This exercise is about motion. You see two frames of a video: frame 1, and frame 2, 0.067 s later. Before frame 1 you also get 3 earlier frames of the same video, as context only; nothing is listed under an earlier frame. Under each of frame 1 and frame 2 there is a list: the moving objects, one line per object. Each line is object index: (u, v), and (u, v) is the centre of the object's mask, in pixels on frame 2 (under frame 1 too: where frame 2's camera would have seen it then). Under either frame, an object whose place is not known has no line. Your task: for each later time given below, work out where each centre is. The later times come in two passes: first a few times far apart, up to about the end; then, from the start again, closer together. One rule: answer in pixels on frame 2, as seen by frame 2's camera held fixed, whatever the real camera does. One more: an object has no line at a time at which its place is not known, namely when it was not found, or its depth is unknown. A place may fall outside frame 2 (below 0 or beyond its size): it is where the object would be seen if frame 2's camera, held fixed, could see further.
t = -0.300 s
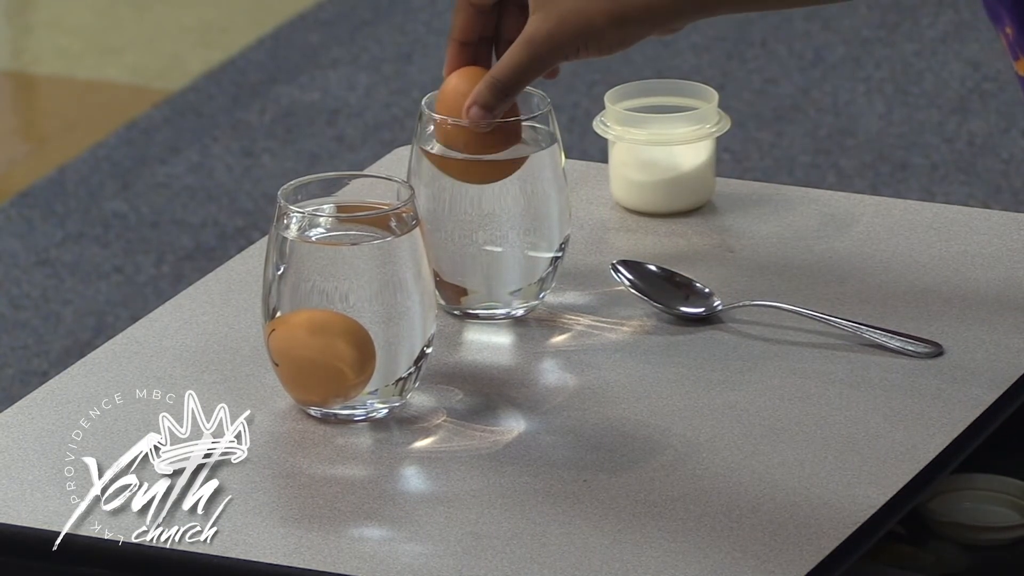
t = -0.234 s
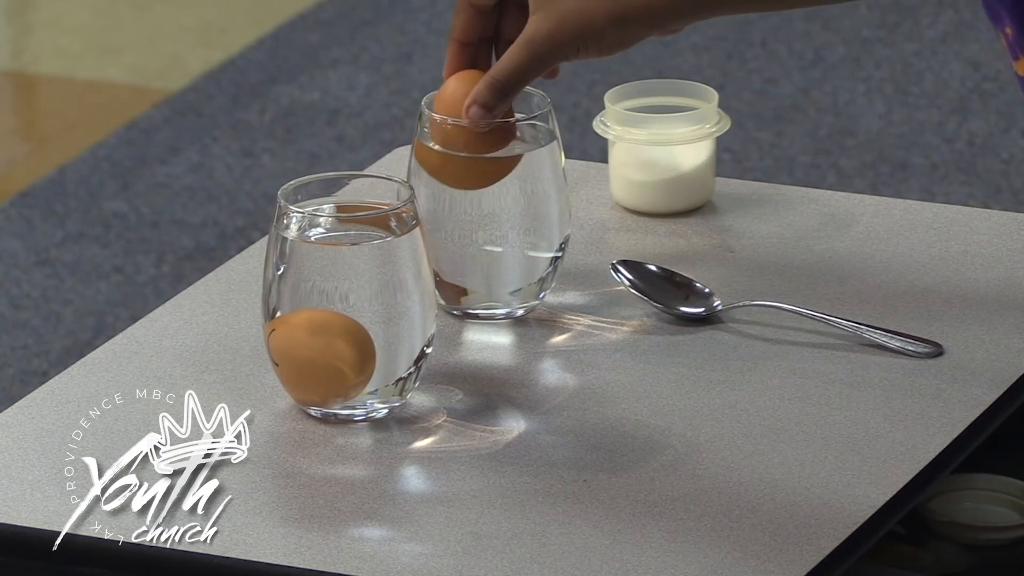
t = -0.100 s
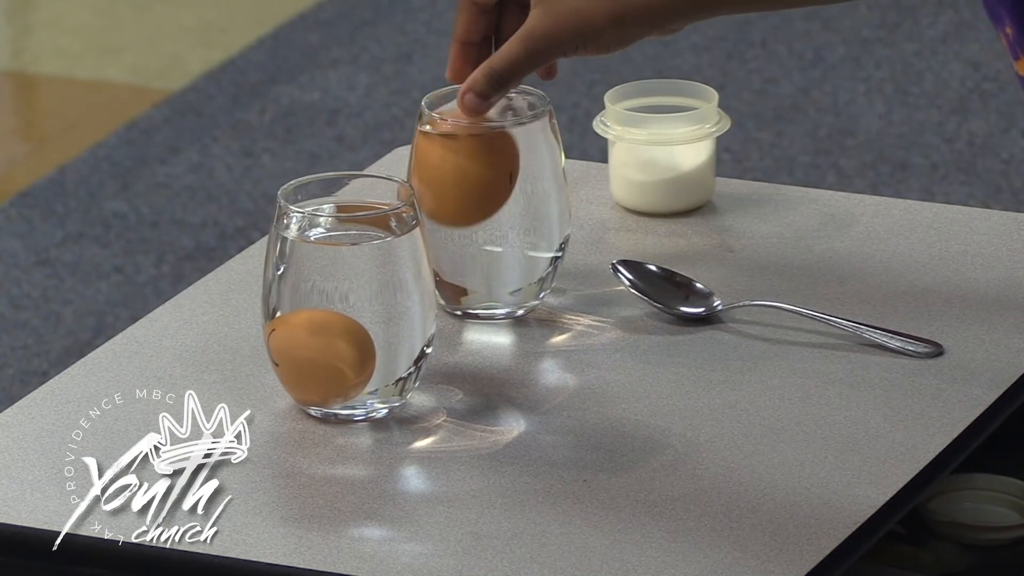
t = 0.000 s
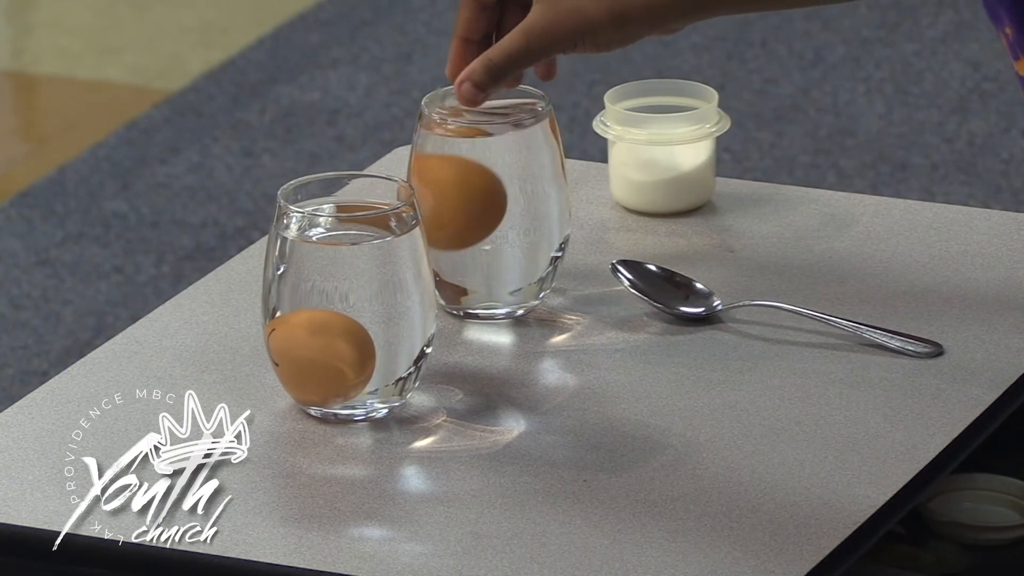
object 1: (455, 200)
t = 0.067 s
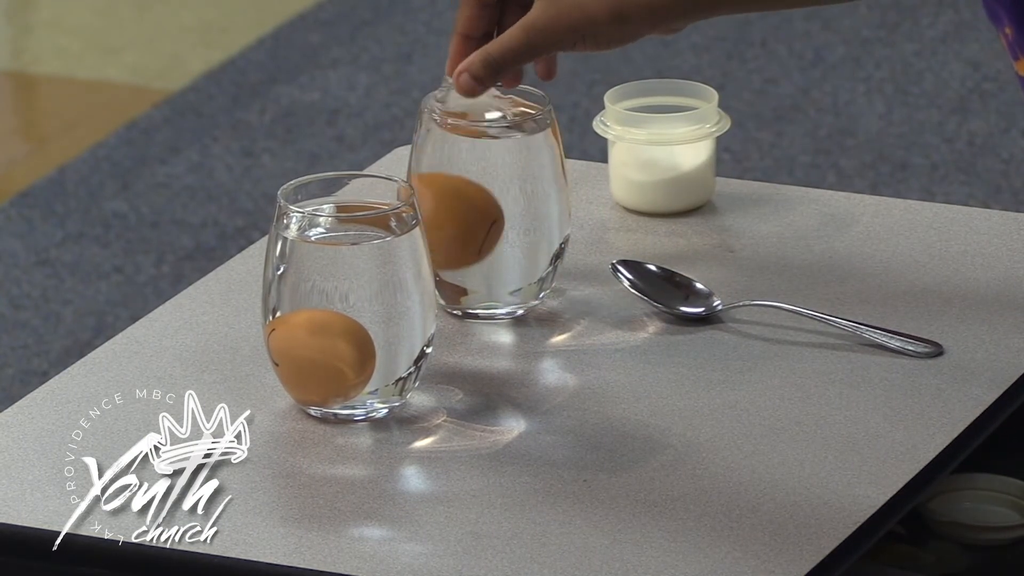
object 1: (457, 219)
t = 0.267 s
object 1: (473, 256)
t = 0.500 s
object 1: (487, 256)
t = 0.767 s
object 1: (507, 253)
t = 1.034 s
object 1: (517, 252)
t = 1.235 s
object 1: (513, 252)
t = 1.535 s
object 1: (512, 254)
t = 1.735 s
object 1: (512, 255)
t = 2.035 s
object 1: (509, 257)
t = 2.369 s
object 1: (504, 258)
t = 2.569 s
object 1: (501, 258)
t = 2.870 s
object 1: (497, 259)
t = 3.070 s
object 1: (494, 259)
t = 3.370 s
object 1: (491, 259)
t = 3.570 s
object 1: (489, 258)
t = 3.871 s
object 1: (487, 259)
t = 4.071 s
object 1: (486, 259)
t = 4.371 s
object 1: (486, 259)
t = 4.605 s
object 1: (486, 259)
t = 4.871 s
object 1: (487, 259)
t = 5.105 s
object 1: (487, 259)
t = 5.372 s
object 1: (489, 259)
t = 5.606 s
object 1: (490, 259)
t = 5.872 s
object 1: (492, 259)
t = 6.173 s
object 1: (493, 259)
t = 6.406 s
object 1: (494, 259)
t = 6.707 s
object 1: (494, 259)
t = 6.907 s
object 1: (495, 259)
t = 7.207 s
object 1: (495, 259)
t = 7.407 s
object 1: (495, 259)
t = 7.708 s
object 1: (495, 259)
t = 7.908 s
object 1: (495, 259)
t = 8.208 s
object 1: (495, 259)
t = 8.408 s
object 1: (495, 259)
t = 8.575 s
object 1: (495, 259)
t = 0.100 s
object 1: (460, 230)
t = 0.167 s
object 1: (466, 251)
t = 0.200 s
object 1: (469, 255)
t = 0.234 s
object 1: (471, 255)
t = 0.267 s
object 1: (473, 256)
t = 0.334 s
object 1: (477, 256)
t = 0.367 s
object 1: (479, 256)
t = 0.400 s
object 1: (480, 256)
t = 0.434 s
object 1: (483, 256)
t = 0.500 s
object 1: (487, 256)
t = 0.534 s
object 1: (489, 255)
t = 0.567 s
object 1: (493, 255)
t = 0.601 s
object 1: (497, 255)
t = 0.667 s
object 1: (502, 254)
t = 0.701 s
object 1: (504, 254)
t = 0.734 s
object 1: (506, 253)
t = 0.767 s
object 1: (507, 253)
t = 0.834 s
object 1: (511, 253)
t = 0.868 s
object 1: (513, 253)
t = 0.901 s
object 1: (514, 253)
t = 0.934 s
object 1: (516, 253)
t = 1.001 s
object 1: (517, 252)
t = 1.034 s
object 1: (517, 252)
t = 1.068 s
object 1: (515, 252)
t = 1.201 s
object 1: (514, 252)
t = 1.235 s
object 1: (513, 252)
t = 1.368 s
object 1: (512, 253)
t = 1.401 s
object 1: (512, 253)
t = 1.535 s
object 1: (512, 254)
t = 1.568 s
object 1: (512, 254)
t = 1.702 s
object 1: (512, 255)
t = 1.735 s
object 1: (512, 255)
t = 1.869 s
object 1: (510, 256)
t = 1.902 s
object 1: (510, 256)
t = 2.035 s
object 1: (509, 257)
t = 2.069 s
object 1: (509, 257)
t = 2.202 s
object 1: (507, 257)
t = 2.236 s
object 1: (506, 257)
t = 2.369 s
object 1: (504, 258)
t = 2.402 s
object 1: (503, 258)
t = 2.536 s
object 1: (502, 258)
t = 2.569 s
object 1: (501, 258)
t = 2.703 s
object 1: (500, 259)
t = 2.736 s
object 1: (500, 259)
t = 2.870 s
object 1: (497, 259)
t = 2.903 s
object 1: (497, 259)
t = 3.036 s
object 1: (494, 259)
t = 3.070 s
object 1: (494, 259)
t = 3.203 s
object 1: (492, 258)
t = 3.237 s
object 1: (492, 258)
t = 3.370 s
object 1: (491, 259)
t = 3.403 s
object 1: (490, 259)
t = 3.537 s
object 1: (489, 259)
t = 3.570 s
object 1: (489, 258)
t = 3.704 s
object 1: (488, 259)
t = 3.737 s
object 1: (488, 259)
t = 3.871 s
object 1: (487, 259)
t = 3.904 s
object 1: (487, 259)
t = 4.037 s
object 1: (486, 259)
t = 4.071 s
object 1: (486, 259)
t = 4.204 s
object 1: (486, 259)
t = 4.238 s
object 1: (486, 260)
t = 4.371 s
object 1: (486, 259)
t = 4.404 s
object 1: (486, 259)
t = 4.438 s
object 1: (486, 259)
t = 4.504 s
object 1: (486, 259)
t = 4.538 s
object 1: (486, 259)
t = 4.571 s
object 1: (486, 259)
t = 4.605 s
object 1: (486, 259)
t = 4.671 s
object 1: (486, 259)
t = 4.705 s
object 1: (487, 259)
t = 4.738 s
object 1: (486, 259)
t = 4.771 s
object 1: (486, 259)
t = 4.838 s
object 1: (487, 259)
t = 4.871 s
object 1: (487, 259)
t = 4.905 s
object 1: (487, 259)
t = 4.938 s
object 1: (487, 259)
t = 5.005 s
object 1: (487, 259)
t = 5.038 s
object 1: (487, 259)
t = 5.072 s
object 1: (487, 259)
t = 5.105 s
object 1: (487, 259)
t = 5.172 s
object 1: (488, 259)
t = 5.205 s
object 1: (488, 259)
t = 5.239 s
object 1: (488, 259)
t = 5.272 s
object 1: (488, 259)
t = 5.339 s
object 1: (489, 259)
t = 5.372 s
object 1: (489, 259)
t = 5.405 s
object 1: (489, 259)
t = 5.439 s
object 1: (490, 259)
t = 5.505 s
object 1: (490, 259)
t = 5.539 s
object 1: (490, 259)
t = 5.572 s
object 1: (490, 259)
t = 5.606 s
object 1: (490, 259)
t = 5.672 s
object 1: (491, 259)
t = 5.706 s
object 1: (491, 259)
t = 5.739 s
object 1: (491, 259)
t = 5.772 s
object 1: (491, 259)
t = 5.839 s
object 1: (492, 259)
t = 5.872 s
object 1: (492, 259)
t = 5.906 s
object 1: (492, 259)
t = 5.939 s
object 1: (492, 259)
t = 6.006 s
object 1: (493, 259)
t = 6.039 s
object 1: (493, 259)
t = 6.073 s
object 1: (493, 259)
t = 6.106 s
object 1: (493, 259)
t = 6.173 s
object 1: (493, 259)
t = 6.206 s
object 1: (493, 259)
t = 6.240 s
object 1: (494, 259)
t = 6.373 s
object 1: (494, 259)
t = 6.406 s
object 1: (494, 259)
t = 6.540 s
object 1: (494, 259)
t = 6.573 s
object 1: (494, 259)
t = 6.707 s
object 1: (494, 259)
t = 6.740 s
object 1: (494, 259)
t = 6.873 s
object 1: (495, 259)
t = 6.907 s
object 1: (495, 259)
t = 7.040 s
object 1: (495, 259)
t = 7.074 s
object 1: (495, 259)
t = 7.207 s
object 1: (495, 259)
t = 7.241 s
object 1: (495, 259)
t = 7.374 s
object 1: (495, 259)
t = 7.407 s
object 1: (495, 259)
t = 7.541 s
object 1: (495, 259)
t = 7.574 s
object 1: (495, 259)
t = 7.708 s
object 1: (495, 259)
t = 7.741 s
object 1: (495, 259)
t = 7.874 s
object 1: (495, 259)
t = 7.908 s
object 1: (495, 259)
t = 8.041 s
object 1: (495, 259)
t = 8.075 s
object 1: (495, 259)
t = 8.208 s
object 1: (495, 259)
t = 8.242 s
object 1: (495, 259)
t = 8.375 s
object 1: (495, 259)
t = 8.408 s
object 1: (495, 259)
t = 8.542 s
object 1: (495, 259)
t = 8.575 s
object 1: (495, 259)
